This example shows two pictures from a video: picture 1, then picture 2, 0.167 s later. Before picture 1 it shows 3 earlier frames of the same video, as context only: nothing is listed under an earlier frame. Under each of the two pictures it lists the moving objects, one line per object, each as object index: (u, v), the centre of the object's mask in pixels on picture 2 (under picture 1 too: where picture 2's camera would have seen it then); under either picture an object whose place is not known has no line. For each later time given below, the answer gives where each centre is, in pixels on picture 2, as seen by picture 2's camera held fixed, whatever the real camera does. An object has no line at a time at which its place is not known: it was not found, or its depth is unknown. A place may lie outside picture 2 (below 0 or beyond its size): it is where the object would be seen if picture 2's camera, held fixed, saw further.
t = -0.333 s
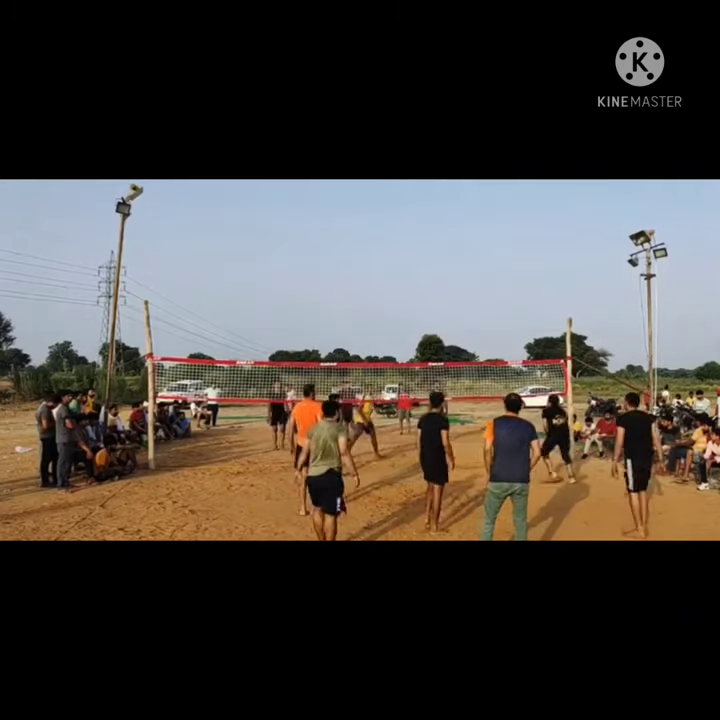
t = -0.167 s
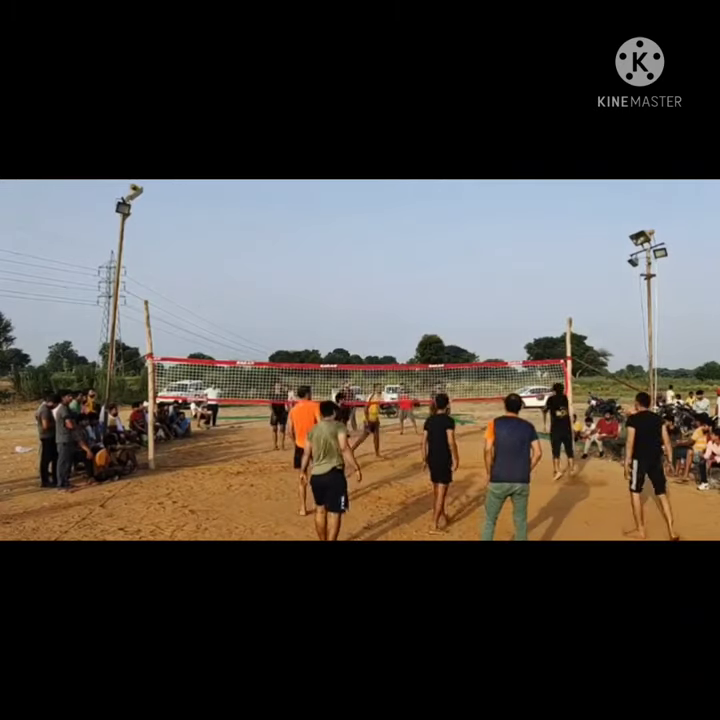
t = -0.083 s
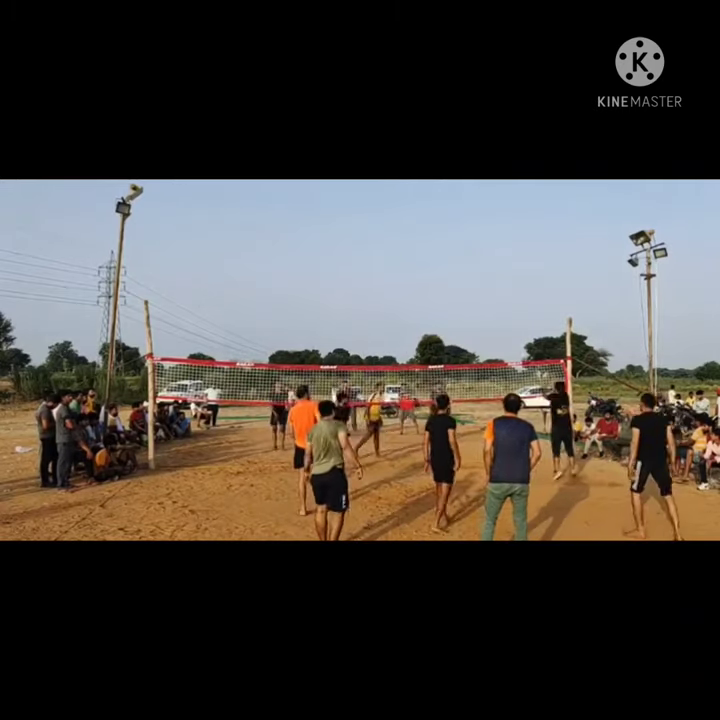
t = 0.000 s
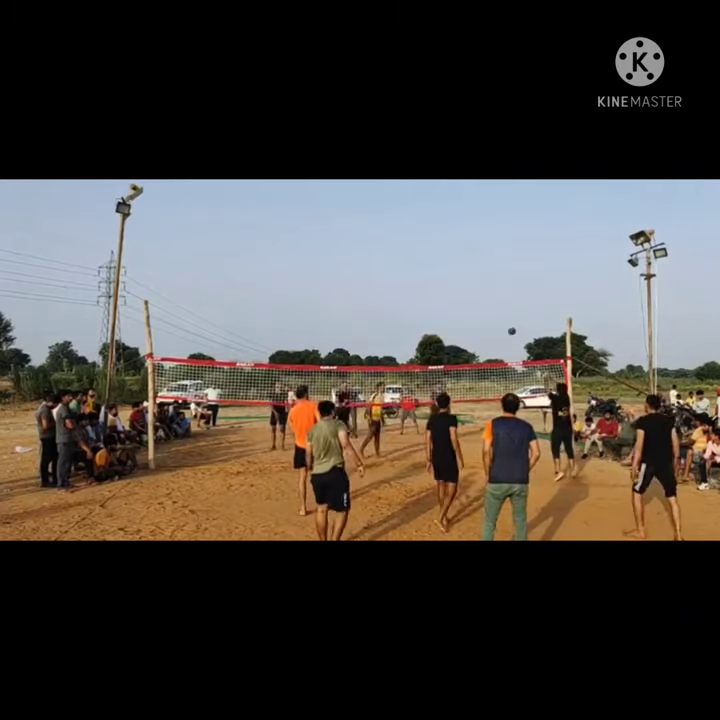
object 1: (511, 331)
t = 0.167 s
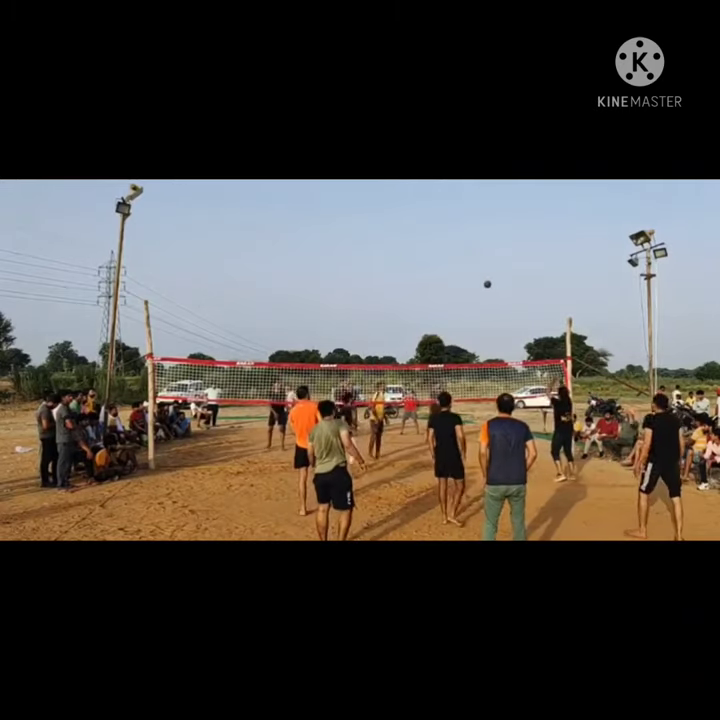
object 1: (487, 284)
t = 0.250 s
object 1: (476, 267)
